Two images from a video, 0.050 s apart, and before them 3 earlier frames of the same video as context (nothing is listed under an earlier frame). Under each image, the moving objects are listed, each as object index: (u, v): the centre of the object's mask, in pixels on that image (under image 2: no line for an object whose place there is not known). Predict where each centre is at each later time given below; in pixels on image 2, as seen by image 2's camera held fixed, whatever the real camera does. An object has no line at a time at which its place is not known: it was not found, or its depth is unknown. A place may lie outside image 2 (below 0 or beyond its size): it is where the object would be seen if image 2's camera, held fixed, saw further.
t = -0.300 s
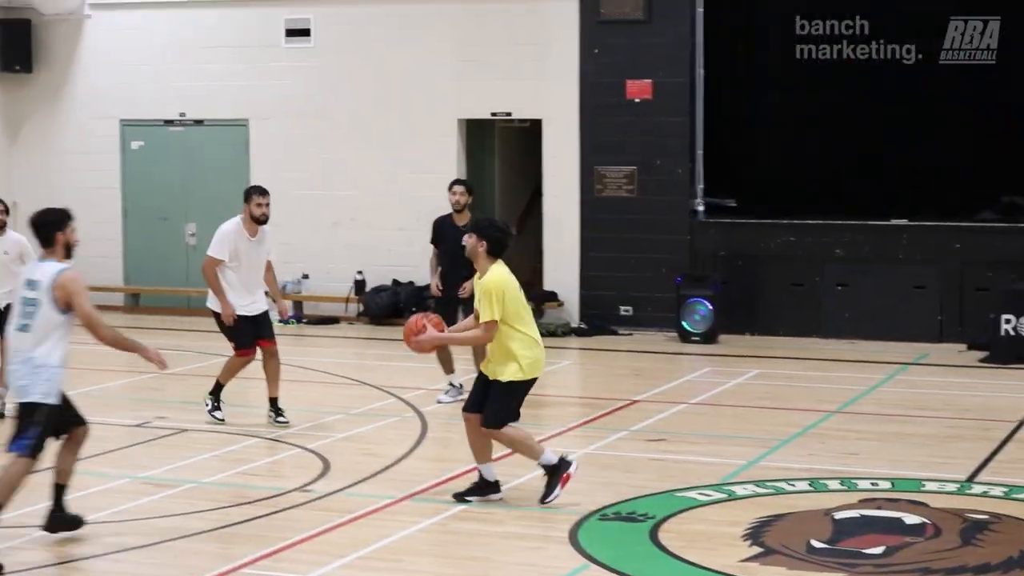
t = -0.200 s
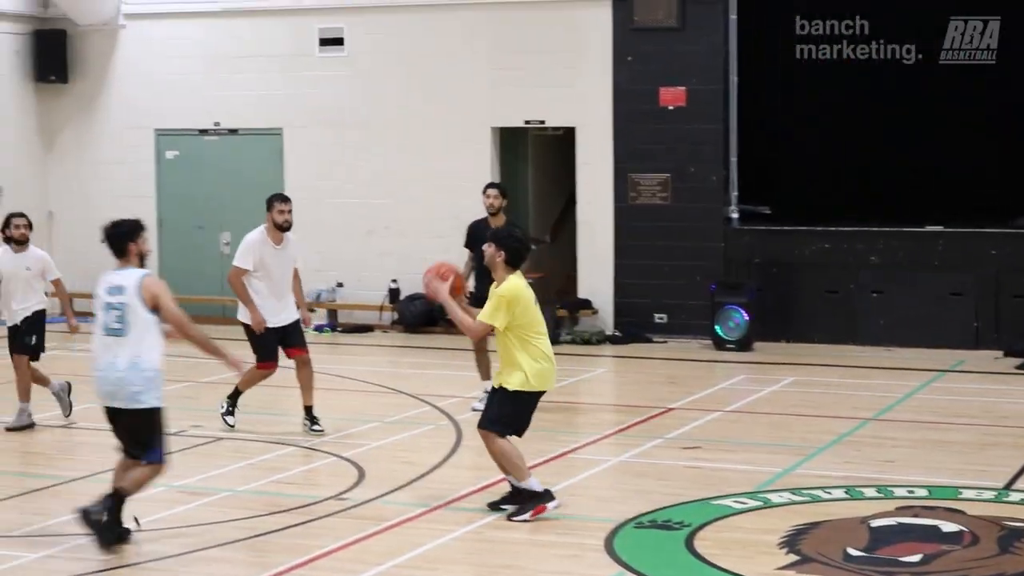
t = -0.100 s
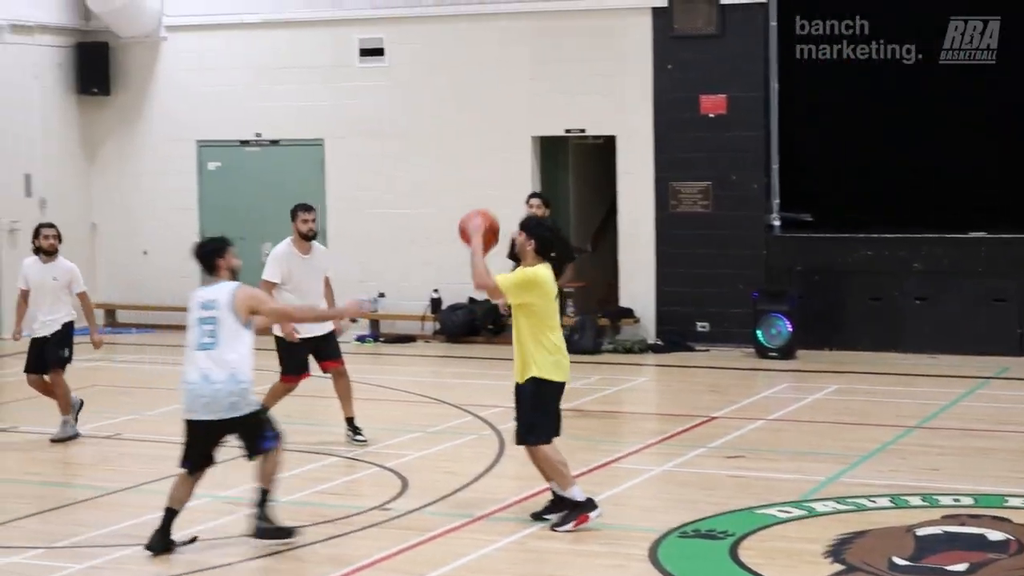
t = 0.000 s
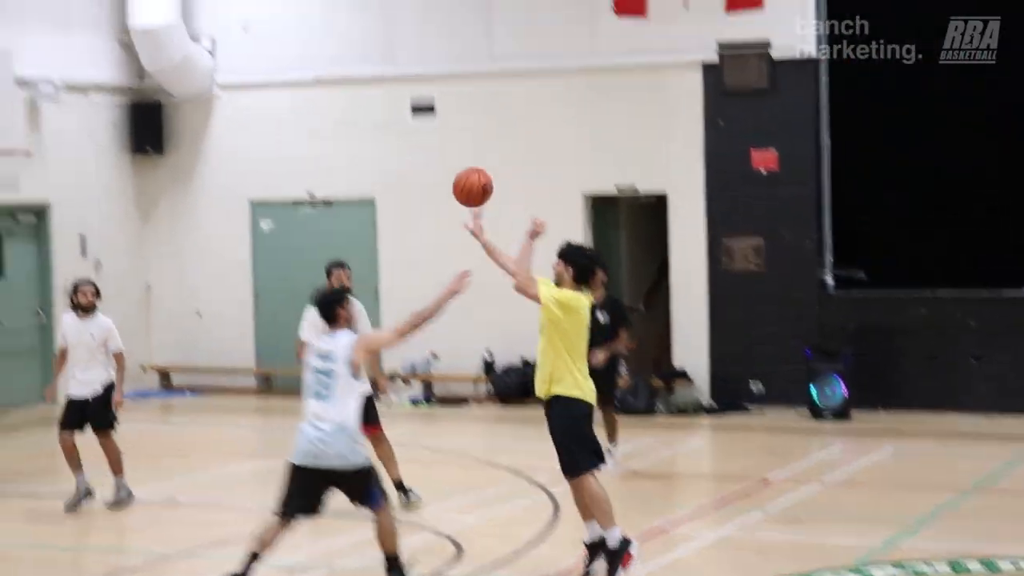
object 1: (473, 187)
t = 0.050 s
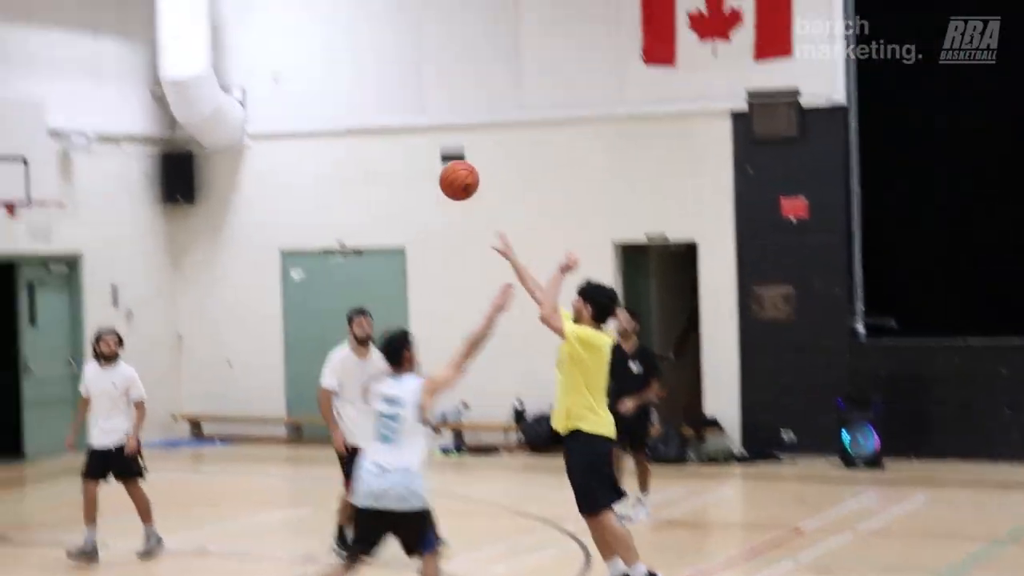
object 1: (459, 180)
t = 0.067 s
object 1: (444, 162)
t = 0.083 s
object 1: (428, 144)
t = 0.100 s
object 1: (414, 128)
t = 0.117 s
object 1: (400, 113)
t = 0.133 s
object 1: (385, 98)
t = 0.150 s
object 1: (372, 83)
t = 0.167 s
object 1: (357, 69)
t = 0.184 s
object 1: (348, 59)
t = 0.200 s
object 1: (340, 50)
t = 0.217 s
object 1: (328, 40)
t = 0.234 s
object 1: (317, 29)
